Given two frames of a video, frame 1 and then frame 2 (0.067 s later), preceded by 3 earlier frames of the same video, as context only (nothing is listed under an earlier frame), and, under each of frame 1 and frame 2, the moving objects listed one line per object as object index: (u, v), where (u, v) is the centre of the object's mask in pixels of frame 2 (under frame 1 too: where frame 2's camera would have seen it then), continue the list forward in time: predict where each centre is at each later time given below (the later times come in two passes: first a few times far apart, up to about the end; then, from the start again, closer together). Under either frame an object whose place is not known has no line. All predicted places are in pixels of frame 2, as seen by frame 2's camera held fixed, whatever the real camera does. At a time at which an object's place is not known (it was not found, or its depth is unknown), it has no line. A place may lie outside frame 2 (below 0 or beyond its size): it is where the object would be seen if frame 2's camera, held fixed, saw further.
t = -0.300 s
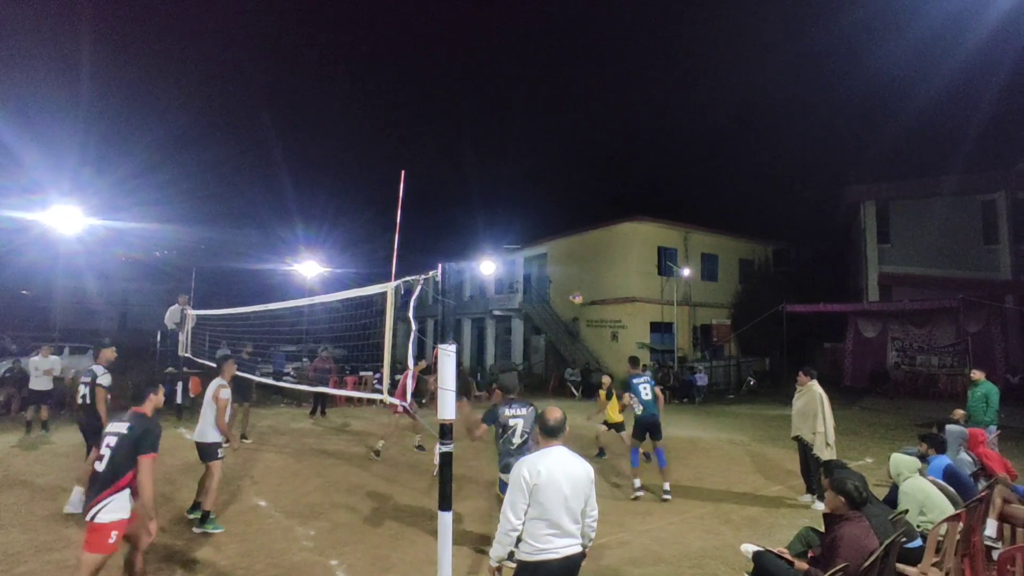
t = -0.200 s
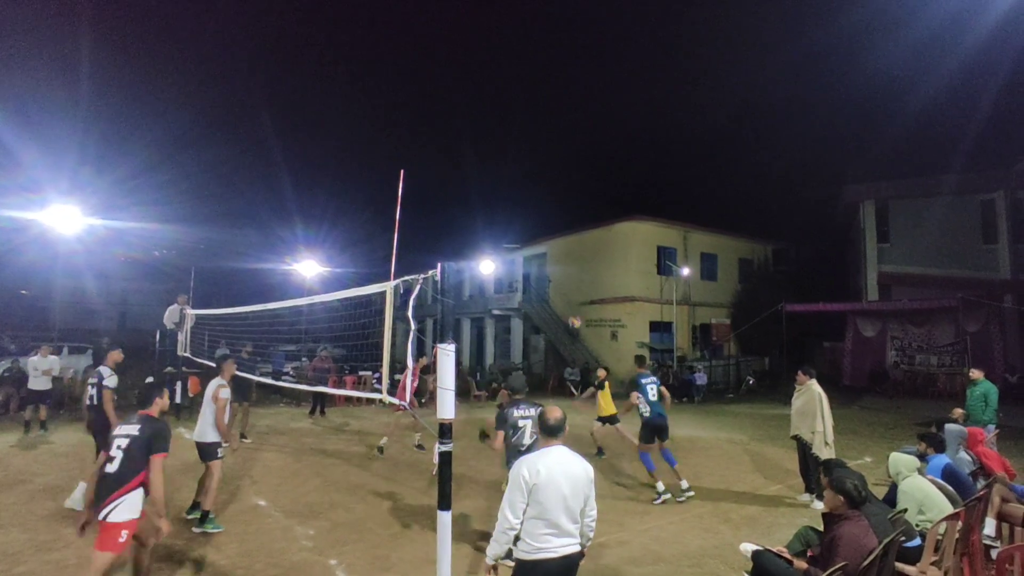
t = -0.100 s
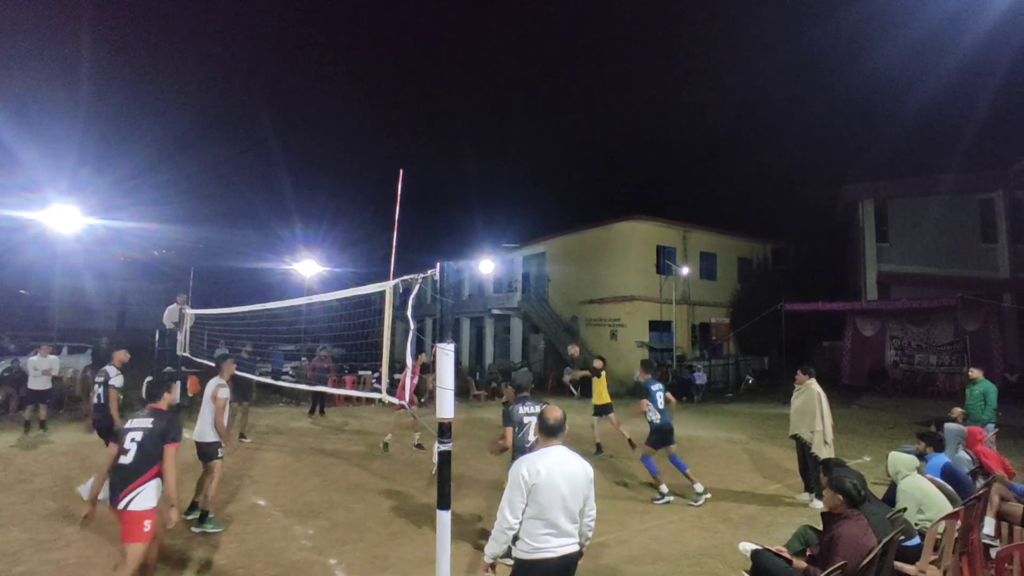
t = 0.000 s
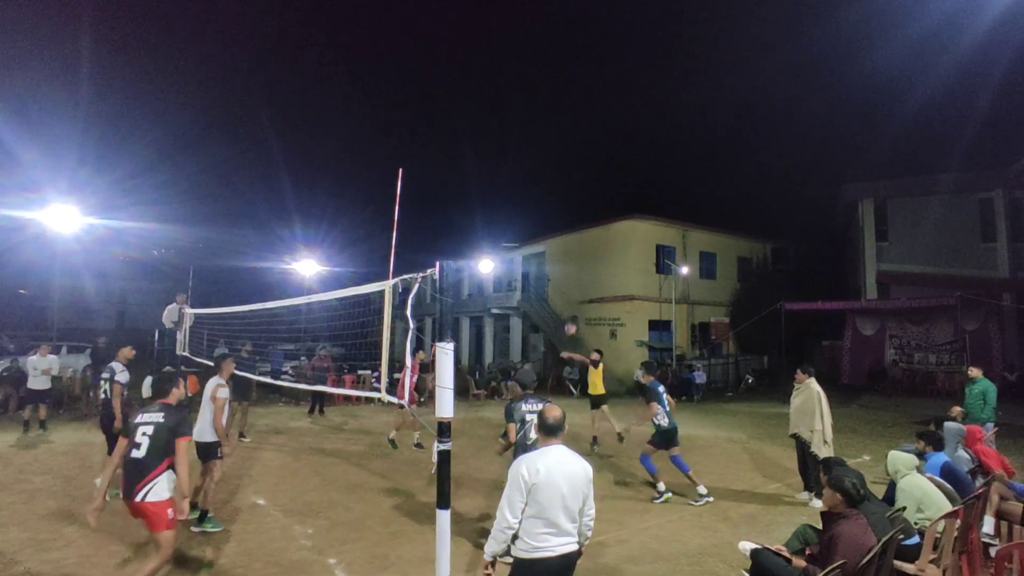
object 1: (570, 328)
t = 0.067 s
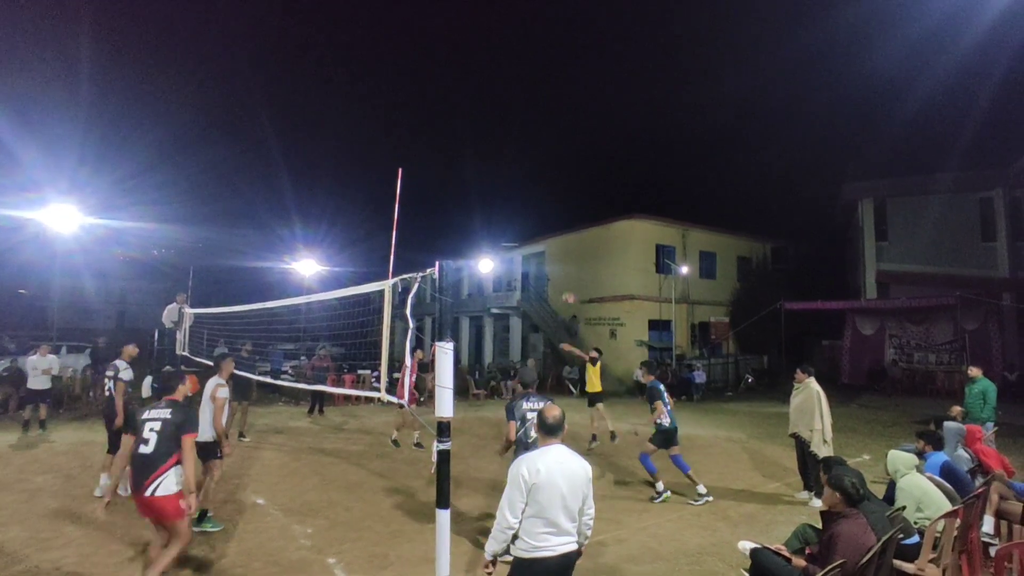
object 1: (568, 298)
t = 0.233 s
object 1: (564, 234)
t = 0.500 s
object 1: (556, 155)
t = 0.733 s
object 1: (548, 118)
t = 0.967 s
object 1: (539, 110)
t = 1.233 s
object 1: (528, 144)
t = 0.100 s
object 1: (567, 284)
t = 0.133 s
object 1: (567, 270)
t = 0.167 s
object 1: (566, 258)
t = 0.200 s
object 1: (565, 246)
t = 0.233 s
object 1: (564, 234)
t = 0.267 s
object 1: (564, 222)
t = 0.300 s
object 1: (562, 211)
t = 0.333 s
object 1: (561, 200)
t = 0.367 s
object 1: (561, 190)
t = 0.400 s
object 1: (559, 180)
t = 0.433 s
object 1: (558, 172)
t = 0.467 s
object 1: (557, 163)
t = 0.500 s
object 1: (556, 155)
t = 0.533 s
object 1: (555, 149)
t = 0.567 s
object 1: (554, 142)
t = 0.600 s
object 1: (553, 136)
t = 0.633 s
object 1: (552, 130)
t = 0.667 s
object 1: (551, 126)
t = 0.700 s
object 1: (549, 121)
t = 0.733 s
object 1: (548, 118)
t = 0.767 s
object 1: (547, 115)
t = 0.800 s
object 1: (546, 112)
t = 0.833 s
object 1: (544, 110)
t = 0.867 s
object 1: (543, 109)
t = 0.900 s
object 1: (542, 109)
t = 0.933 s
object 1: (540, 109)
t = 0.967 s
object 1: (539, 110)
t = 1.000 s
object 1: (538, 111)
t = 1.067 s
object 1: (535, 117)
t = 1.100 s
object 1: (533, 120)
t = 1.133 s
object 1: (532, 125)
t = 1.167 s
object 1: (530, 130)
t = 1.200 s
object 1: (529, 137)
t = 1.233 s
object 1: (528, 144)
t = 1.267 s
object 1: (526, 152)
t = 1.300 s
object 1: (524, 161)
